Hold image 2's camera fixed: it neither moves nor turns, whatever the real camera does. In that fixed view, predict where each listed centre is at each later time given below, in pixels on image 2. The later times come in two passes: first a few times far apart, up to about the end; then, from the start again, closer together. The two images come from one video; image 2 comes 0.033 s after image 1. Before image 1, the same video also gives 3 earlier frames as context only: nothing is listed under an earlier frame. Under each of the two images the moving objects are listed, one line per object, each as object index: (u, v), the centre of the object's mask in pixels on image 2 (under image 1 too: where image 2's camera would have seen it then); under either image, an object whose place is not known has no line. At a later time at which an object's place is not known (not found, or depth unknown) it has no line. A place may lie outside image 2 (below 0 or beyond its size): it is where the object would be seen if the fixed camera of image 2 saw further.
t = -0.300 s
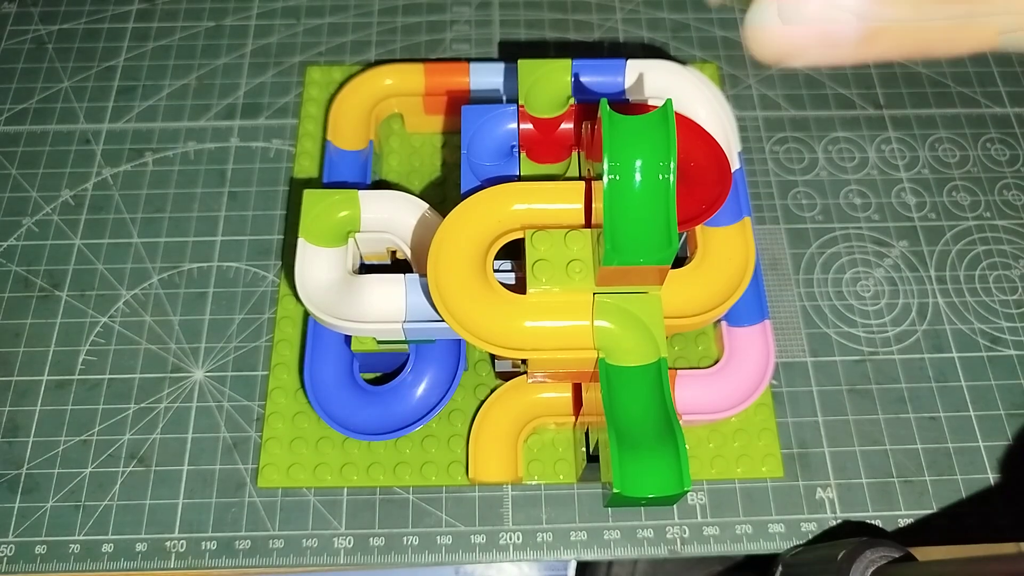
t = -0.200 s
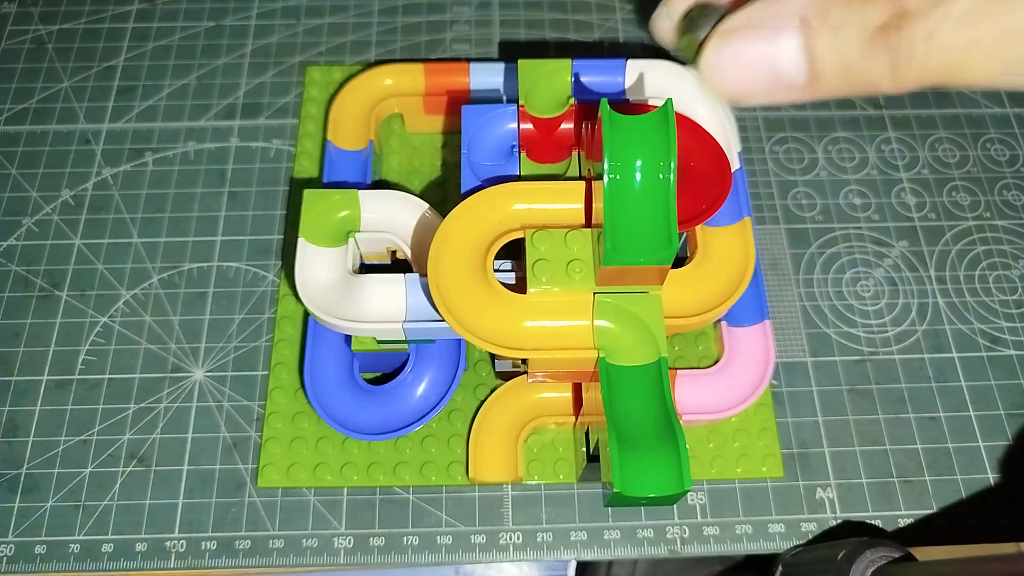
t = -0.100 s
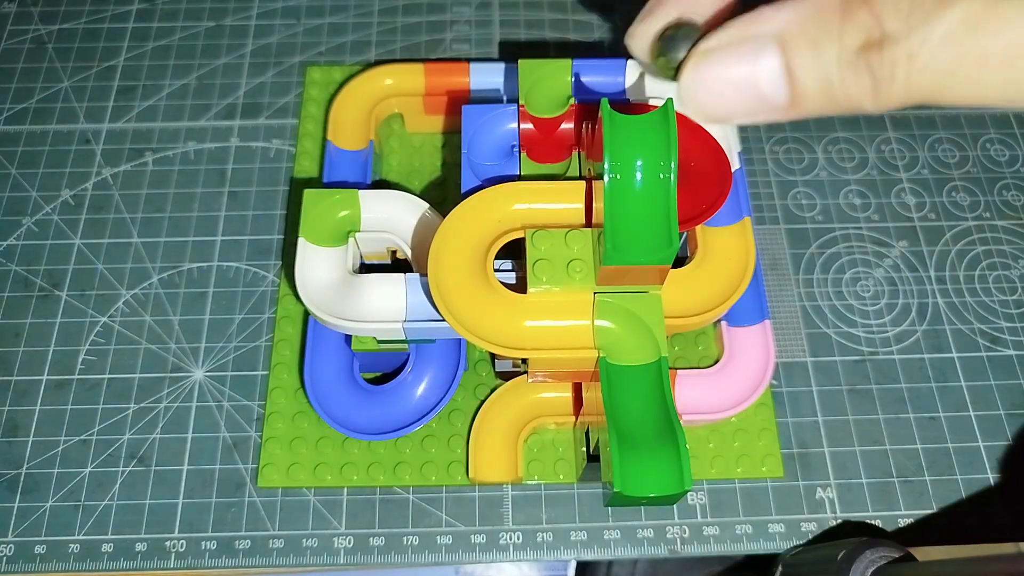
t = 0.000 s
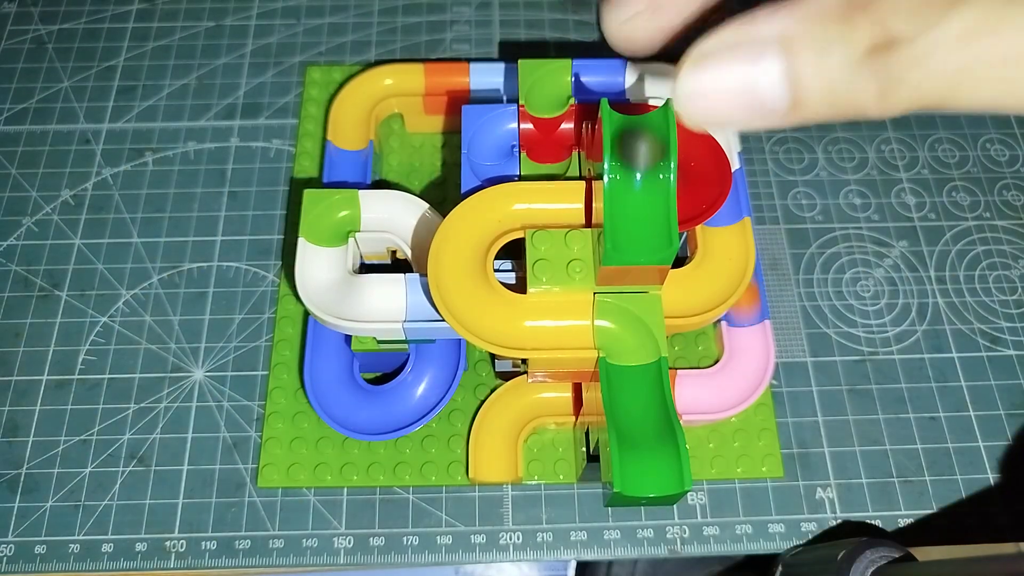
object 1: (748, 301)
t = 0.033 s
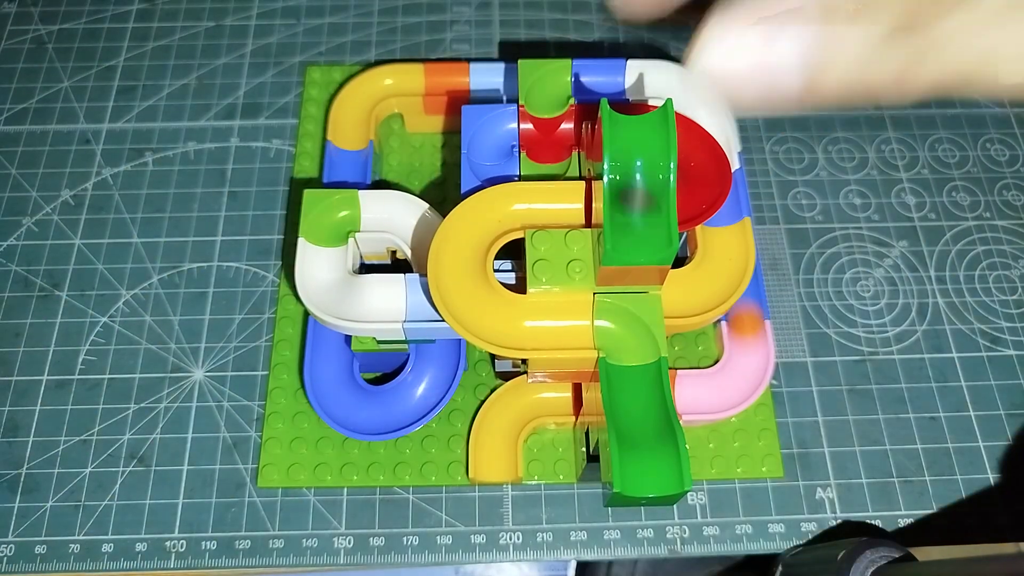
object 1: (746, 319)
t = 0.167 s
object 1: (689, 393)
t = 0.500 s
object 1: (495, 469)
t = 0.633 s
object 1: (497, 556)
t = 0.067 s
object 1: (748, 353)
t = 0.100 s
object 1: (739, 378)
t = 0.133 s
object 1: (716, 390)
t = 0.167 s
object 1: (689, 393)
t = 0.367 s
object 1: (534, 399)
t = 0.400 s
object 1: (516, 407)
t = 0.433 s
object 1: (502, 422)
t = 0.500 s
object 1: (495, 469)
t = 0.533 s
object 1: (496, 493)
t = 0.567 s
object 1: (497, 512)
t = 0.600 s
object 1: (498, 534)
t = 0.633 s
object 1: (497, 556)
